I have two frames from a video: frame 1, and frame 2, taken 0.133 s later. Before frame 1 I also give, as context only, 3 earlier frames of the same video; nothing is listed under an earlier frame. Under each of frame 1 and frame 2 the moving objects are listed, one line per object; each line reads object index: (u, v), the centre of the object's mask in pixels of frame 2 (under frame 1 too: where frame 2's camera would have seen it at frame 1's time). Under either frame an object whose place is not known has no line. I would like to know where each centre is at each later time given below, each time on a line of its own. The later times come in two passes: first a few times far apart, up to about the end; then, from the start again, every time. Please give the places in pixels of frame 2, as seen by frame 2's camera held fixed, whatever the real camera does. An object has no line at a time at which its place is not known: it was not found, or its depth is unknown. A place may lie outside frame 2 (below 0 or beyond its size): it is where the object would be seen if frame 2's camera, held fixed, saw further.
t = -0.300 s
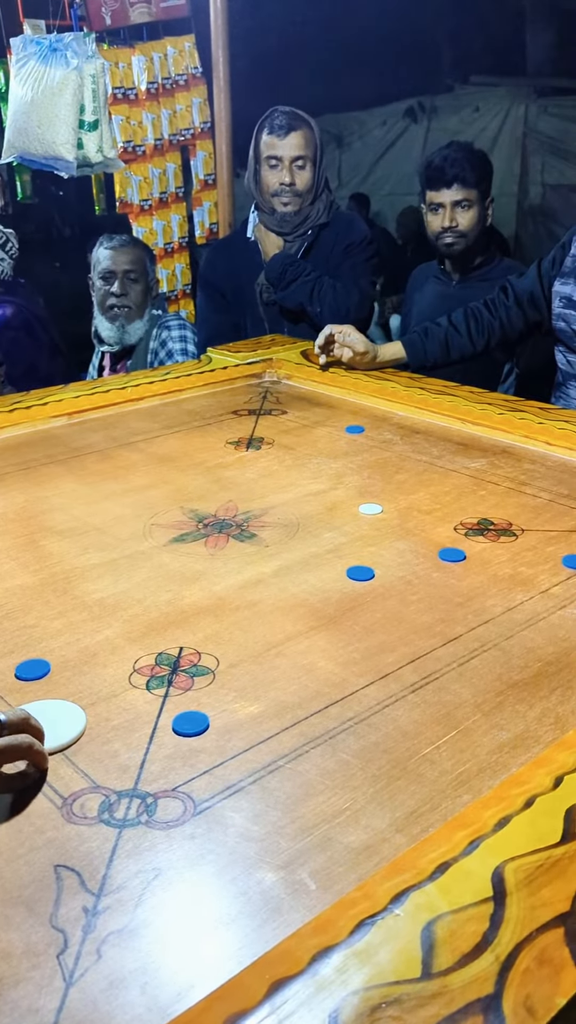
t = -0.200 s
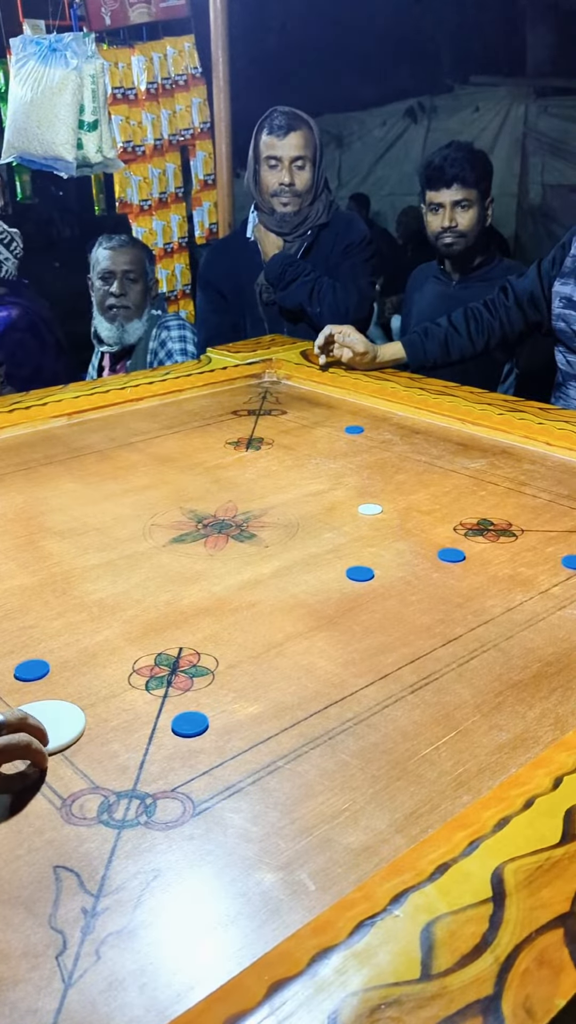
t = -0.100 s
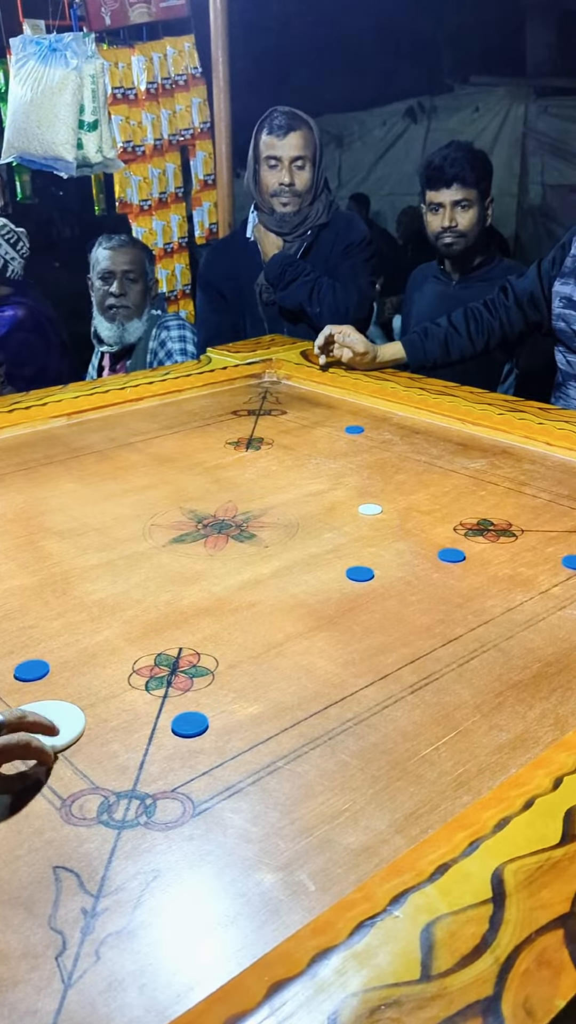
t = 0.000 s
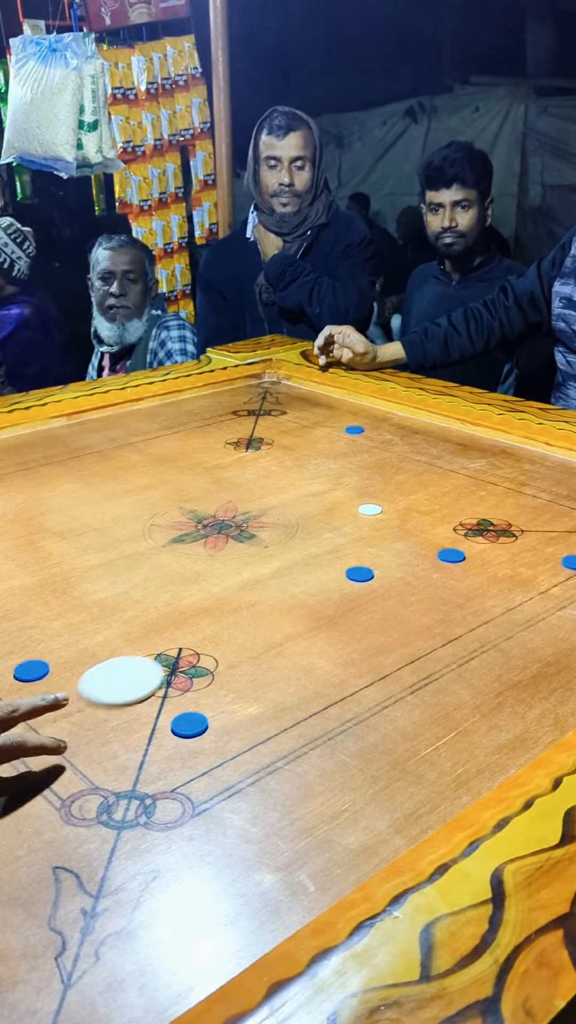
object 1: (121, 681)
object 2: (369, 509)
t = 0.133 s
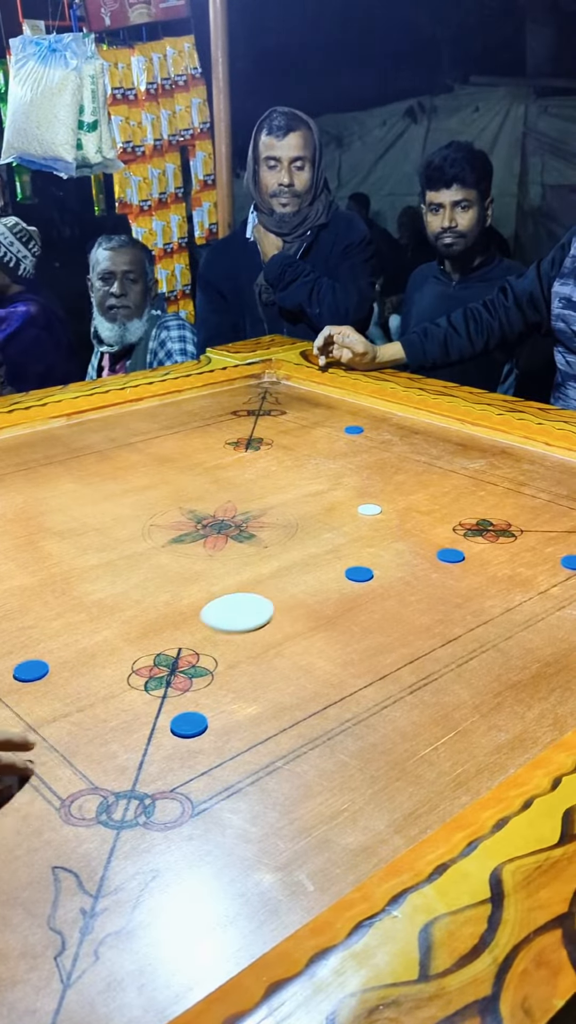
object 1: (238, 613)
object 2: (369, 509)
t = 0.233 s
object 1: (305, 574)
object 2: (369, 509)
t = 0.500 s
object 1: (425, 501)
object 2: (348, 478)
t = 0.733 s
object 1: (504, 461)
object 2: (316, 427)
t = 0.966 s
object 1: (465, 466)
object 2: (295, 392)
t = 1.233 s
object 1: (385, 487)
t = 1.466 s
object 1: (322, 504)
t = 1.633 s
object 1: (294, 511)
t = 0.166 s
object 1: (262, 599)
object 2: (369, 509)
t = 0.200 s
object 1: (284, 586)
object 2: (369, 509)
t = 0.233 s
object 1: (305, 574)
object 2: (369, 509)
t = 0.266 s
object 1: (324, 562)
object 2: (369, 509)
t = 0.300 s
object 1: (340, 551)
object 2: (369, 509)
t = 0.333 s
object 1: (355, 541)
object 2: (369, 509)
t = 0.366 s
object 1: (370, 531)
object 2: (369, 509)
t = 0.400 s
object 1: (385, 522)
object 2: (367, 506)
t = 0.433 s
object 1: (399, 515)
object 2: (361, 497)
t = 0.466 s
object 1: (412, 508)
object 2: (354, 487)
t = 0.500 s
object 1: (425, 501)
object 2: (348, 478)
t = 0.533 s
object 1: (438, 494)
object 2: (343, 469)
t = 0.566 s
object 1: (450, 488)
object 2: (337, 461)
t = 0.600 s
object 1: (462, 482)
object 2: (333, 454)
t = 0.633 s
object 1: (473, 476)
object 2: (328, 447)
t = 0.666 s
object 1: (483, 471)
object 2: (323, 440)
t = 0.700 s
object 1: (493, 466)
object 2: (320, 433)
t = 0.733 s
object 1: (504, 461)
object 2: (316, 427)
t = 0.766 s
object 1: (513, 456)
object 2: (313, 421)
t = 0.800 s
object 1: (517, 453)
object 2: (309, 416)
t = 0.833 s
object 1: (506, 456)
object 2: (306, 410)
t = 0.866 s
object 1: (496, 458)
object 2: (303, 405)
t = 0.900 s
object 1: (486, 461)
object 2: (300, 401)
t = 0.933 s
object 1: (475, 464)
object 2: (297, 396)
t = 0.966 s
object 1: (465, 466)
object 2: (295, 392)
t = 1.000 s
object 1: (455, 469)
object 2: (292, 388)
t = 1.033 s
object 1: (445, 472)
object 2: (283, 386)
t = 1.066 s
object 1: (434, 474)
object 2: (272, 384)
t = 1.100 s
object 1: (424, 477)
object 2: (261, 383)
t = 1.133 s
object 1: (415, 480)
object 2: (261, 380)
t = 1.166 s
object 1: (404, 482)
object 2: (264, 382)
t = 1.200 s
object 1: (395, 485)
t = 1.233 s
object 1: (385, 487)
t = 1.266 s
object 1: (375, 490)
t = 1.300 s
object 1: (366, 492)
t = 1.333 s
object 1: (356, 495)
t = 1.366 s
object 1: (347, 497)
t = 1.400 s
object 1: (338, 500)
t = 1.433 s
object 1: (330, 502)
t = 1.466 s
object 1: (322, 504)
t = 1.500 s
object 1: (316, 505)
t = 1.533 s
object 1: (309, 507)
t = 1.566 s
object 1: (303, 508)
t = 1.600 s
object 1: (298, 510)
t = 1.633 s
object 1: (294, 511)
